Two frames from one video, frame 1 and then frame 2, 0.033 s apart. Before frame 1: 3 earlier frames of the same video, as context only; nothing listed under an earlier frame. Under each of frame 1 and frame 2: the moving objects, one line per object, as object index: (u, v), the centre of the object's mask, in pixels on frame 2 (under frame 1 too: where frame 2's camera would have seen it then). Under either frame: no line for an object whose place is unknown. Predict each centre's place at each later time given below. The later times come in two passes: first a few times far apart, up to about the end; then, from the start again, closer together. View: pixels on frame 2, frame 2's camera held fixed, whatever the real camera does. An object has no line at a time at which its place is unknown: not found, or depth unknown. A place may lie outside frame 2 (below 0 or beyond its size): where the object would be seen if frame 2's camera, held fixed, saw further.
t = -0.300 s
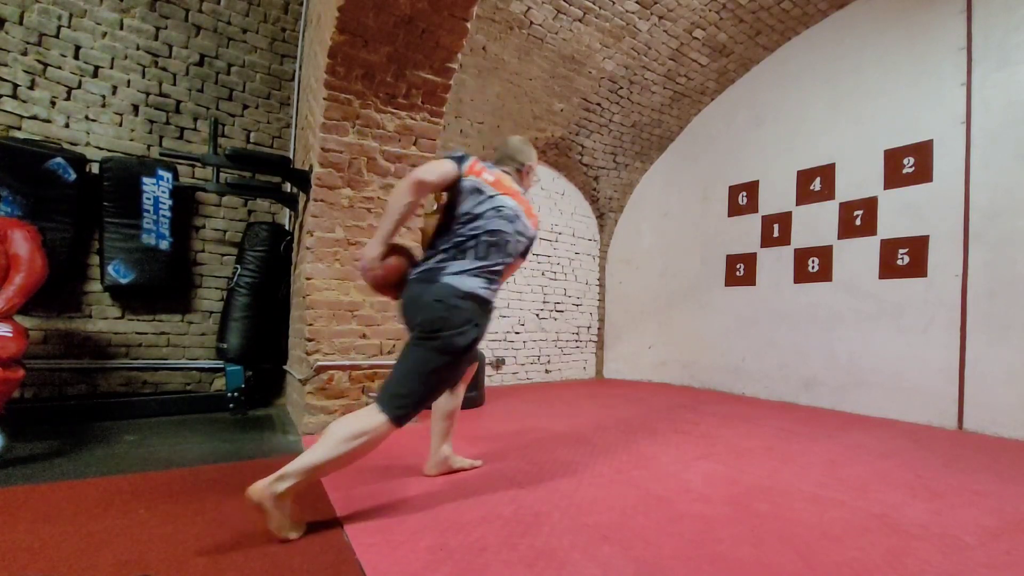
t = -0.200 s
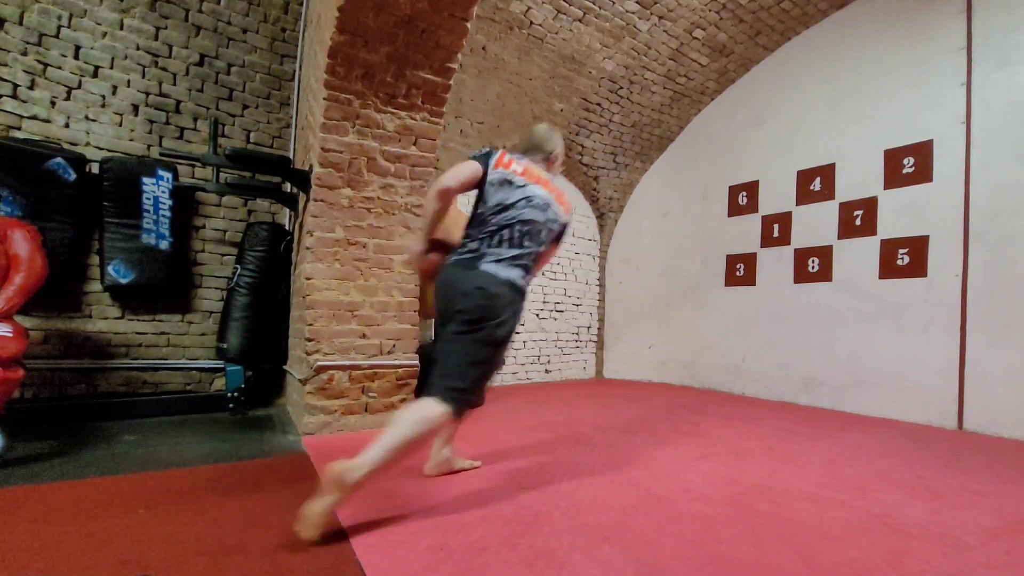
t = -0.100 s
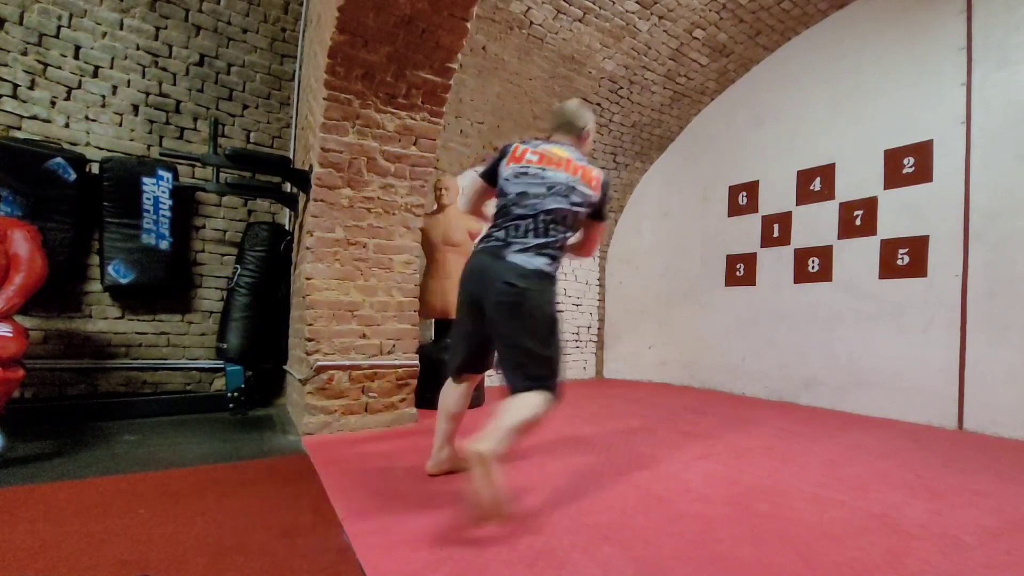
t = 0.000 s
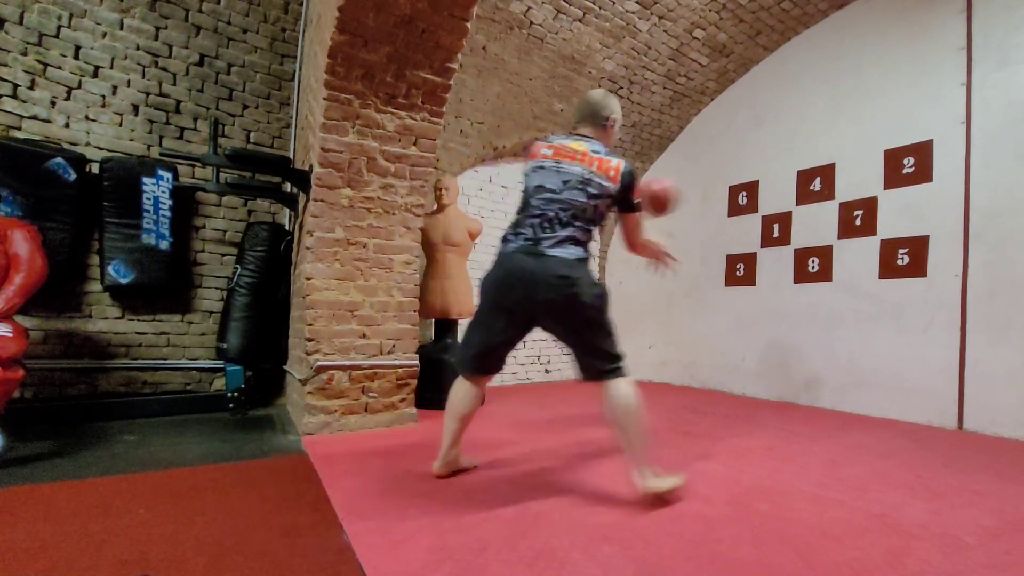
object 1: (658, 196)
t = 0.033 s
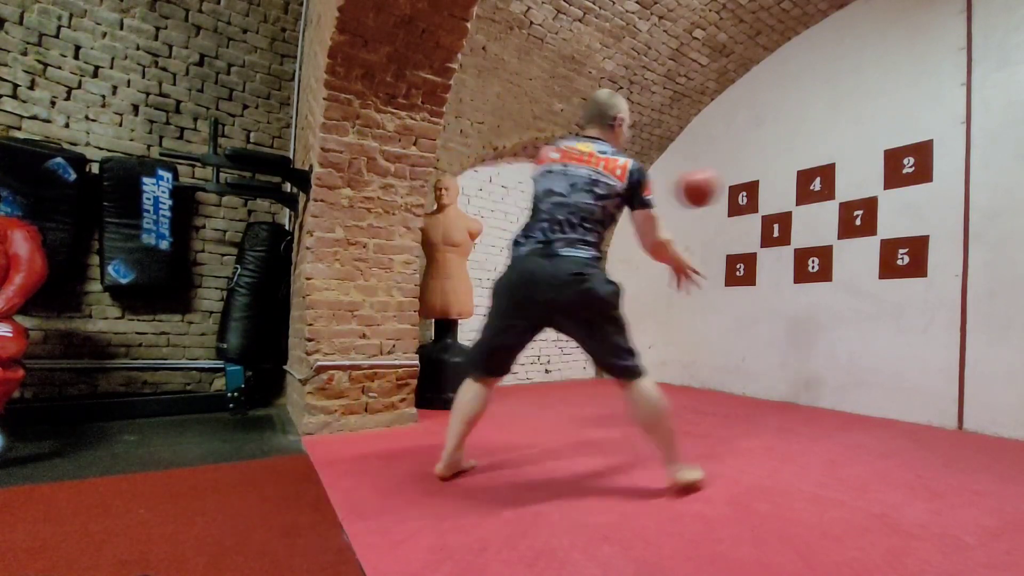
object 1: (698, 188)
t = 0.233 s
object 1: (894, 182)
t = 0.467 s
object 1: (954, 195)
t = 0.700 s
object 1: (942, 300)
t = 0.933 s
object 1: (914, 453)
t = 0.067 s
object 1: (733, 181)
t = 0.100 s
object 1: (765, 179)
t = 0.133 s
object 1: (801, 176)
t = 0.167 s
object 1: (834, 176)
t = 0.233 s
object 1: (894, 182)
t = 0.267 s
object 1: (919, 187)
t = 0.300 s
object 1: (945, 194)
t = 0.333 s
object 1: (958, 196)
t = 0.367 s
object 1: (957, 193)
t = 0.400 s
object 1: (956, 192)
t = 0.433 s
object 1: (955, 192)
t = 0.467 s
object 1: (954, 195)
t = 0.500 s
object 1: (953, 199)
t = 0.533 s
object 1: (951, 207)
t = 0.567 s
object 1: (950, 216)
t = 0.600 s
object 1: (948, 230)
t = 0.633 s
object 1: (947, 249)
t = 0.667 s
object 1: (944, 269)
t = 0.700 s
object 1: (942, 300)
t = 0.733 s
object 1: (939, 333)
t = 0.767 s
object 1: (934, 380)
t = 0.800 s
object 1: (929, 431)
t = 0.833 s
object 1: (925, 507)
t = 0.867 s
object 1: (921, 519)
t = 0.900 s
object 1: (918, 487)
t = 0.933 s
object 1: (914, 453)
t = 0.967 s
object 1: (909, 423)
